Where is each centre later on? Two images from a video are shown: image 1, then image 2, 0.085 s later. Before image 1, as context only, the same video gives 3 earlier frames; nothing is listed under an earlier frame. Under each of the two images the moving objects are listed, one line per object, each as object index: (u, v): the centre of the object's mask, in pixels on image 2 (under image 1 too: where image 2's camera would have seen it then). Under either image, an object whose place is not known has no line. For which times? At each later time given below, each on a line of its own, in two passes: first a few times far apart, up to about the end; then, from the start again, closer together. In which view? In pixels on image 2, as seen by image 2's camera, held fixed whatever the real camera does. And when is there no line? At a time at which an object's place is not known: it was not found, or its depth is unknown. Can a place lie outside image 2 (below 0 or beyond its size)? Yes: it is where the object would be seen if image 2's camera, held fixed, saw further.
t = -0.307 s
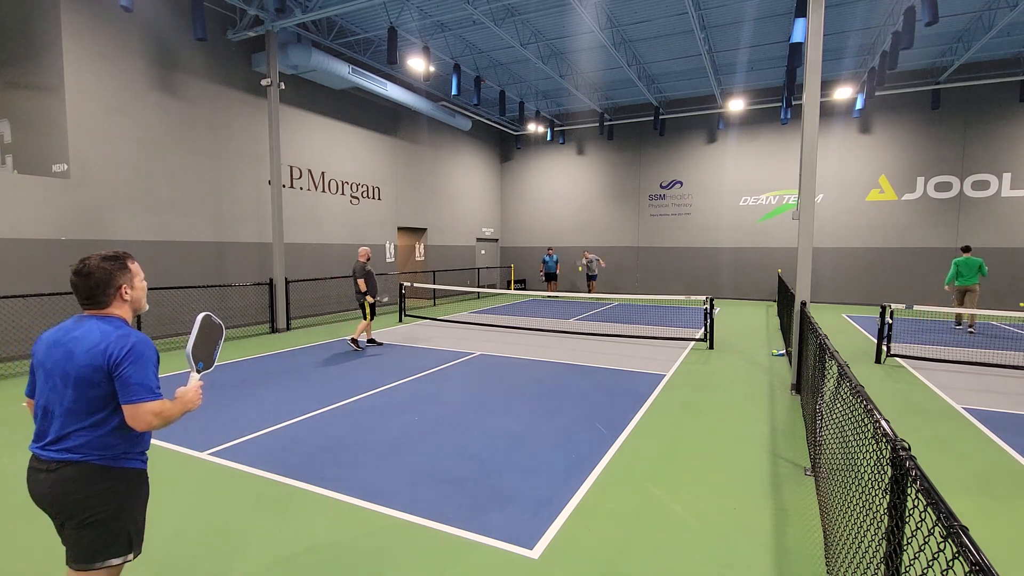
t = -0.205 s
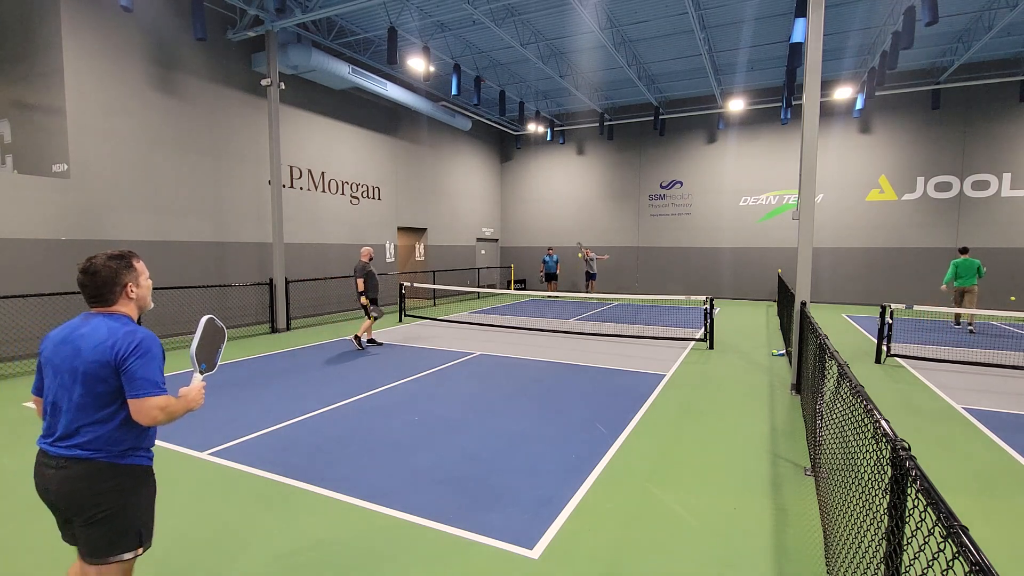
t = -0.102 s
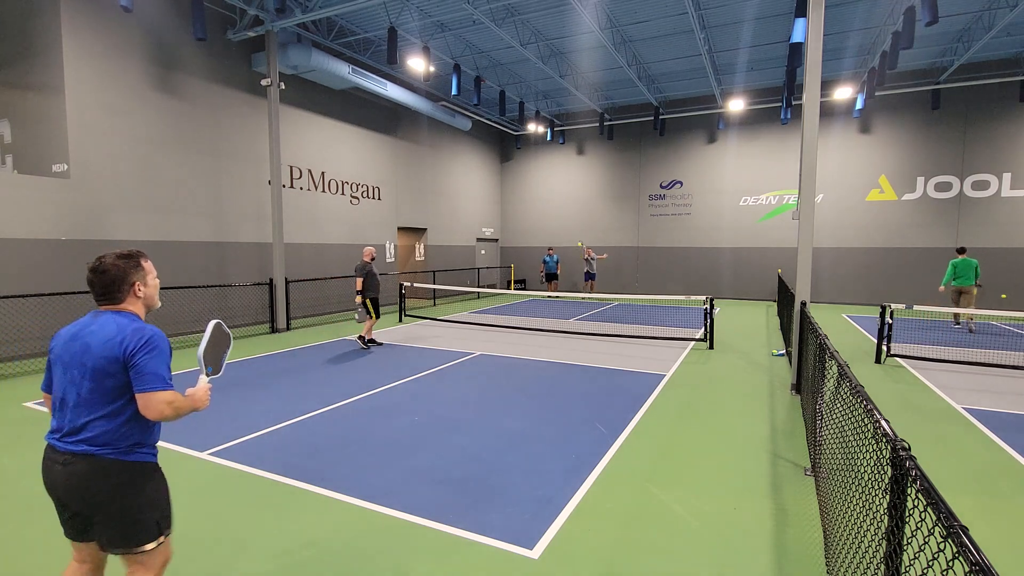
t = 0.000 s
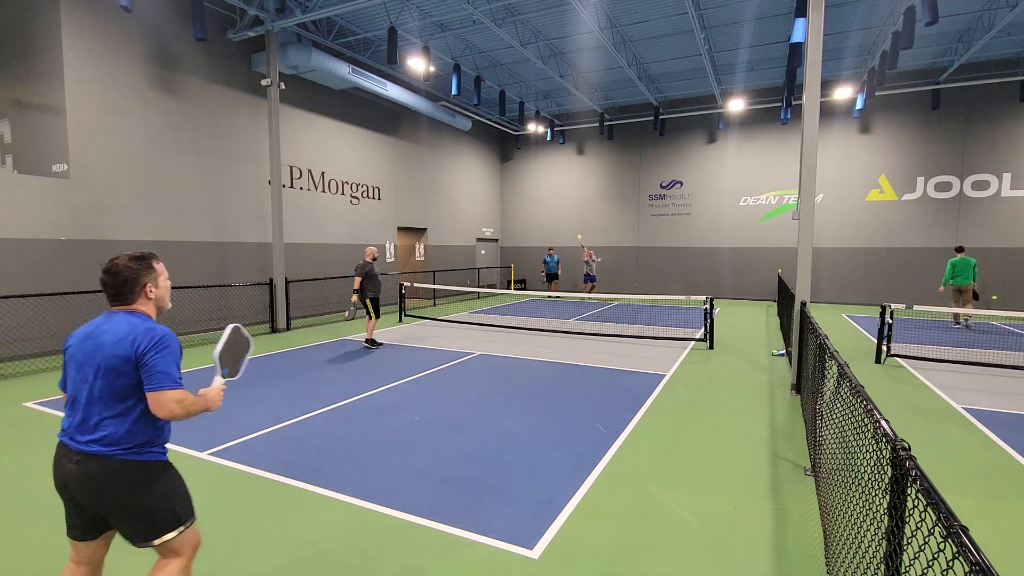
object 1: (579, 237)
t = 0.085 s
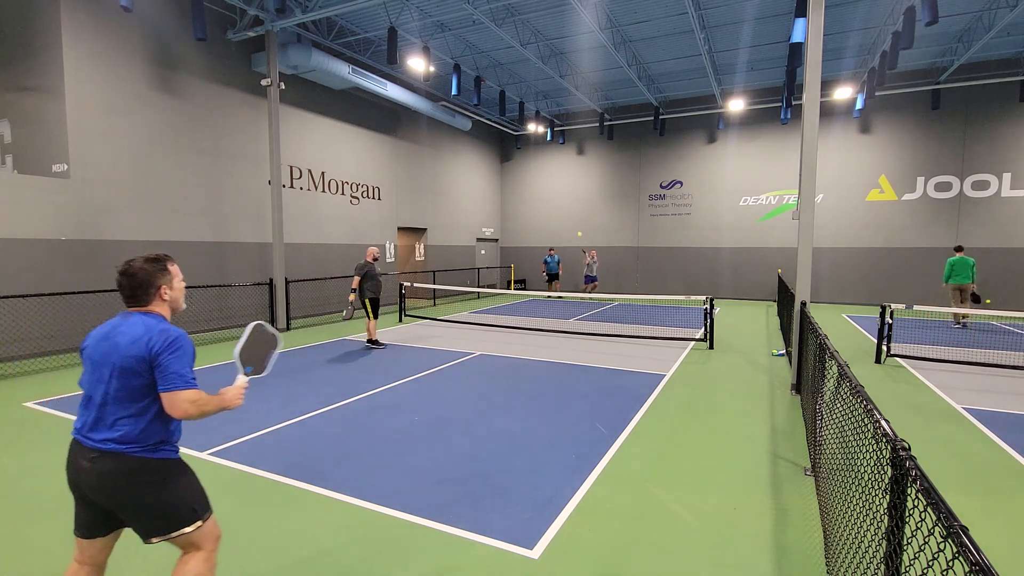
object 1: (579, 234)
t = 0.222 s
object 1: (580, 238)
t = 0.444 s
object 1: (581, 277)
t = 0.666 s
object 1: (585, 391)
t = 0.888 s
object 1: (601, 398)
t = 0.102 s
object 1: (579, 234)
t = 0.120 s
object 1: (579, 234)
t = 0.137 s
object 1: (580, 234)
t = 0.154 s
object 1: (580, 234)
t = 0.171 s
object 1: (580, 235)
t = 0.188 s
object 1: (580, 235)
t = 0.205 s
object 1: (580, 236)
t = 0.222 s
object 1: (580, 238)
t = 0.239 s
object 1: (580, 239)
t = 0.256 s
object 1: (580, 240)
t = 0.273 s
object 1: (580, 242)
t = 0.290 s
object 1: (580, 244)
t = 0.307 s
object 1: (580, 246)
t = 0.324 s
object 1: (581, 249)
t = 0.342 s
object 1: (580, 252)
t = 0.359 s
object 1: (581, 255)
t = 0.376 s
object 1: (581, 258)
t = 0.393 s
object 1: (581, 262)
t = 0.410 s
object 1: (581, 267)
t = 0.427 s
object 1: (581, 272)
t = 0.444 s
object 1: (581, 277)
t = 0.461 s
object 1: (581, 282)
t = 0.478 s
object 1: (582, 288)
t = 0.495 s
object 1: (582, 294)
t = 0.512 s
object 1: (582, 301)
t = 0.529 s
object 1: (582, 309)
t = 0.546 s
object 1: (583, 317)
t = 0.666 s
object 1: (585, 391)
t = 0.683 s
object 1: (585, 405)
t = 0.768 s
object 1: (590, 415)
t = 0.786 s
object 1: (591, 411)
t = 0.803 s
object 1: (593, 408)
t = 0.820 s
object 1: (594, 406)
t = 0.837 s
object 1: (596, 403)
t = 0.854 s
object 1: (597, 401)
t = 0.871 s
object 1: (599, 399)
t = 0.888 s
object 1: (601, 398)
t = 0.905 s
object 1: (603, 397)
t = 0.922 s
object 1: (605, 396)
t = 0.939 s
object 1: (607, 396)
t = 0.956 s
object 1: (609, 396)
